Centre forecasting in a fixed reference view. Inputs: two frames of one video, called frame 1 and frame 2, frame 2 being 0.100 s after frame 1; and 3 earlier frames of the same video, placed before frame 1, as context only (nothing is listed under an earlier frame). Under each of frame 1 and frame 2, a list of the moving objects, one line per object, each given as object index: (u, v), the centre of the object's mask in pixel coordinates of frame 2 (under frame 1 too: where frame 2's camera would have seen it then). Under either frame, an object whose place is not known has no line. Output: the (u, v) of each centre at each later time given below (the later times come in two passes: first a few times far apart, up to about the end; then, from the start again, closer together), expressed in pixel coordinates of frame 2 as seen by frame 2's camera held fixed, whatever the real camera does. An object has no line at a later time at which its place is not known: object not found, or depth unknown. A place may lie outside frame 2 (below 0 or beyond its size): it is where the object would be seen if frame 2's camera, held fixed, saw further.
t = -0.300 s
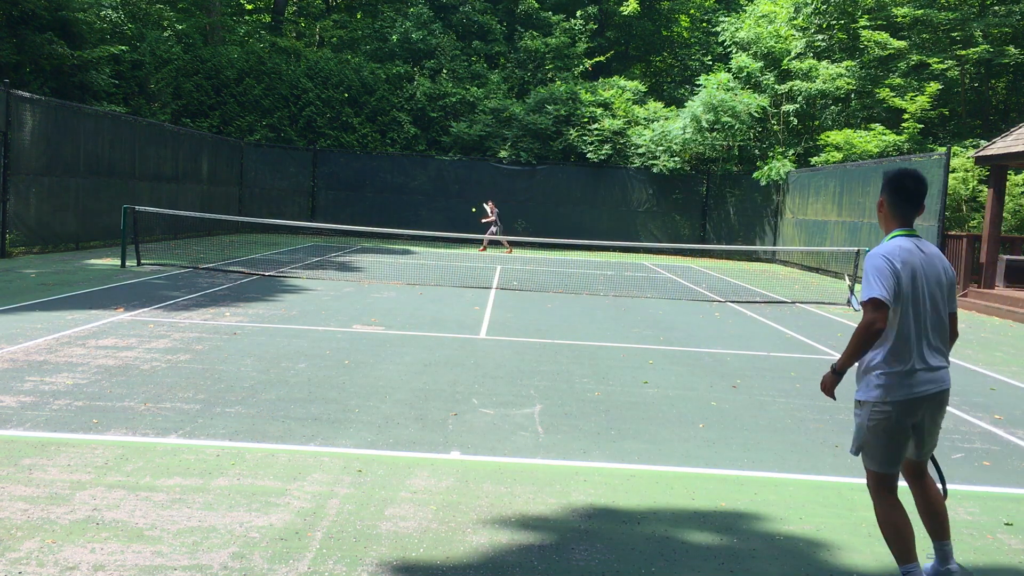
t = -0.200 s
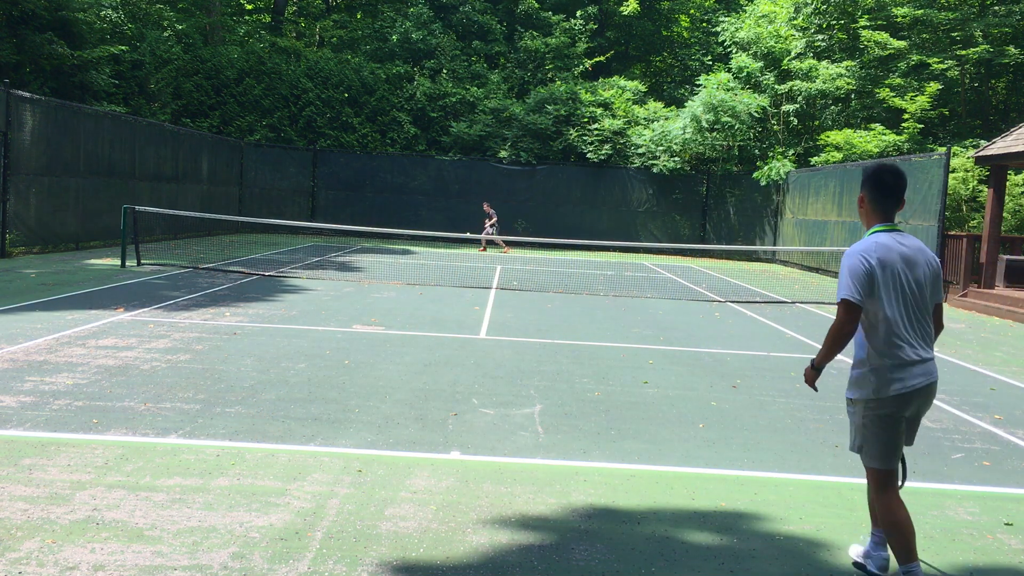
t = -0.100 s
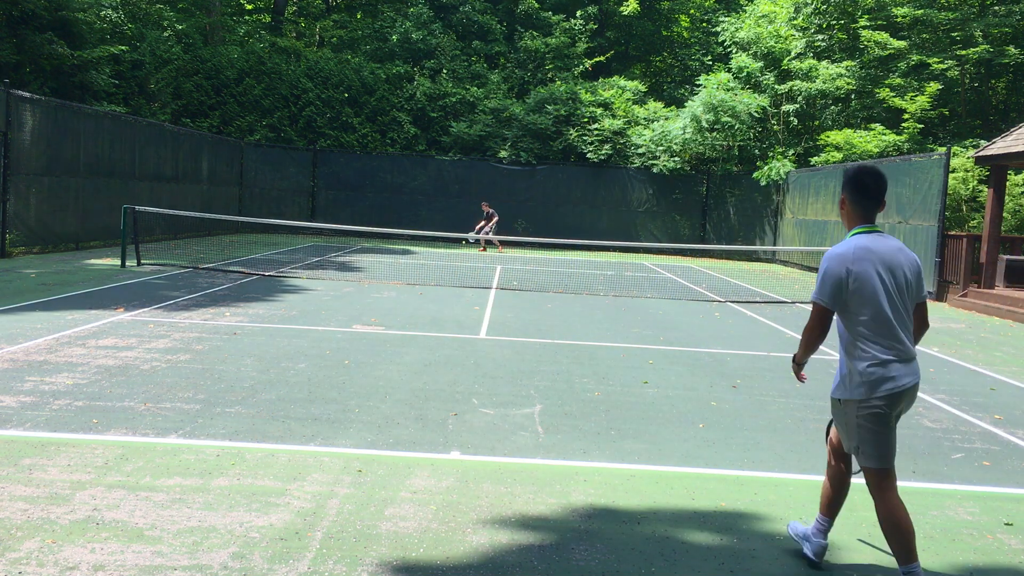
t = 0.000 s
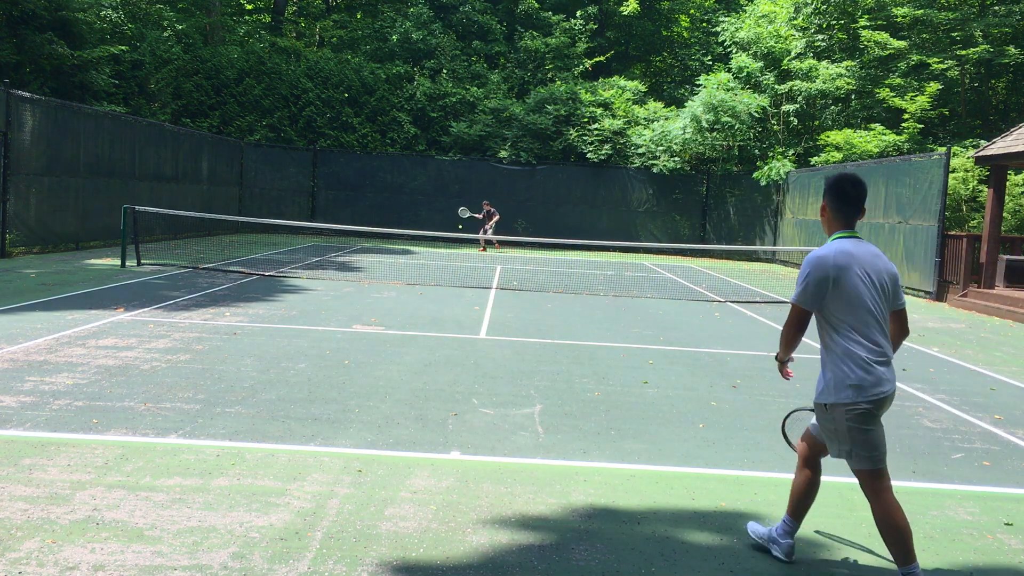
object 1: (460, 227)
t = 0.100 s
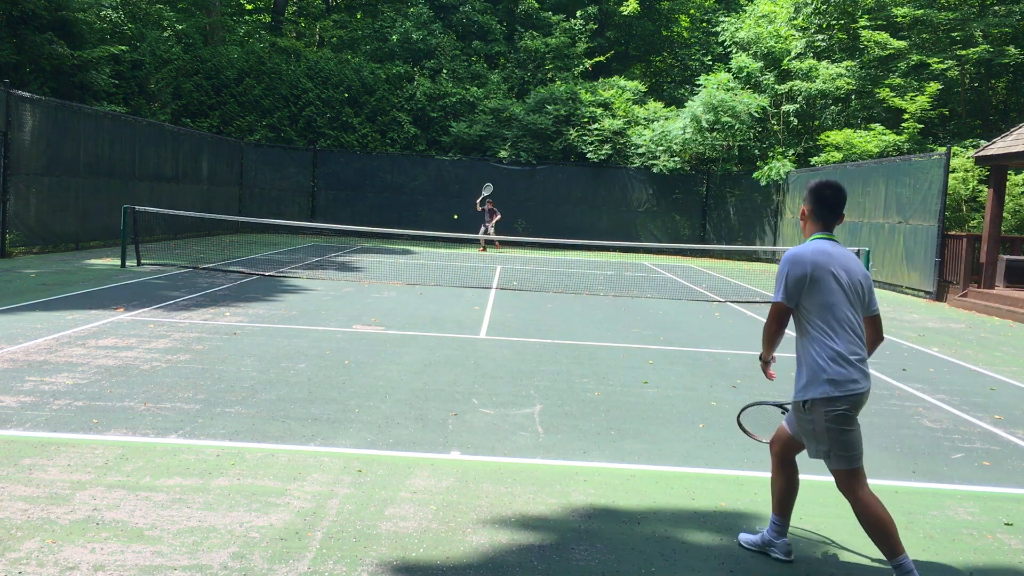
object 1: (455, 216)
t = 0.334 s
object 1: (441, 206)
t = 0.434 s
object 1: (433, 208)
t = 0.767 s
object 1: (387, 280)
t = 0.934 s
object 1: (354, 332)
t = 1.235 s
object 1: (299, 312)
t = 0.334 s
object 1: (441, 206)
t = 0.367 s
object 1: (439, 206)
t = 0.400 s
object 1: (436, 207)
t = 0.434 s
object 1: (433, 208)
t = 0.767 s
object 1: (387, 280)
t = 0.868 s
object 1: (365, 336)
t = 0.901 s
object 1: (359, 340)
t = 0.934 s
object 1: (354, 332)
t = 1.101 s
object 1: (329, 307)
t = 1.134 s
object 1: (322, 306)
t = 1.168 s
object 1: (315, 306)
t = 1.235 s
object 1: (299, 312)
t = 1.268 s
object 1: (289, 319)
